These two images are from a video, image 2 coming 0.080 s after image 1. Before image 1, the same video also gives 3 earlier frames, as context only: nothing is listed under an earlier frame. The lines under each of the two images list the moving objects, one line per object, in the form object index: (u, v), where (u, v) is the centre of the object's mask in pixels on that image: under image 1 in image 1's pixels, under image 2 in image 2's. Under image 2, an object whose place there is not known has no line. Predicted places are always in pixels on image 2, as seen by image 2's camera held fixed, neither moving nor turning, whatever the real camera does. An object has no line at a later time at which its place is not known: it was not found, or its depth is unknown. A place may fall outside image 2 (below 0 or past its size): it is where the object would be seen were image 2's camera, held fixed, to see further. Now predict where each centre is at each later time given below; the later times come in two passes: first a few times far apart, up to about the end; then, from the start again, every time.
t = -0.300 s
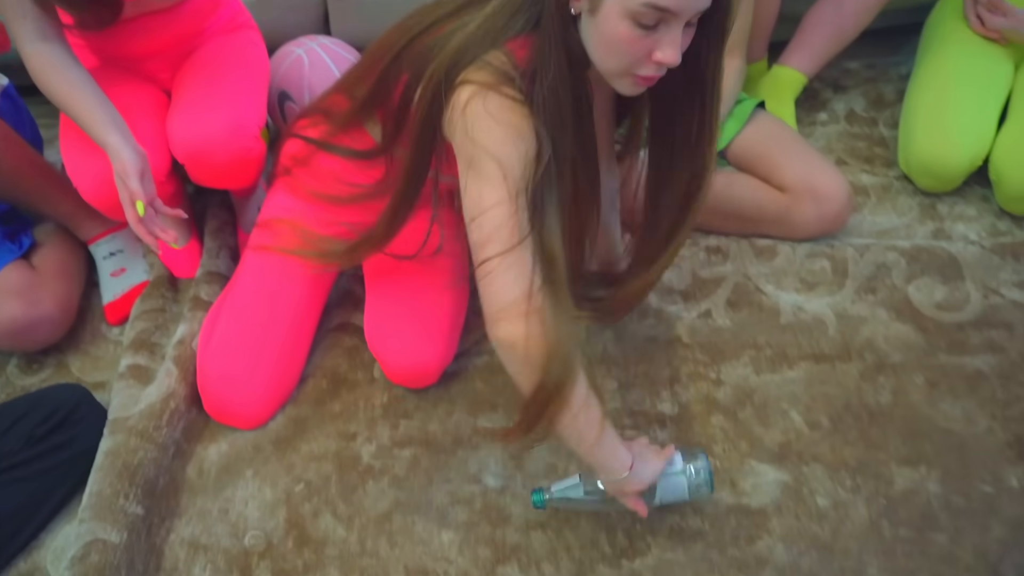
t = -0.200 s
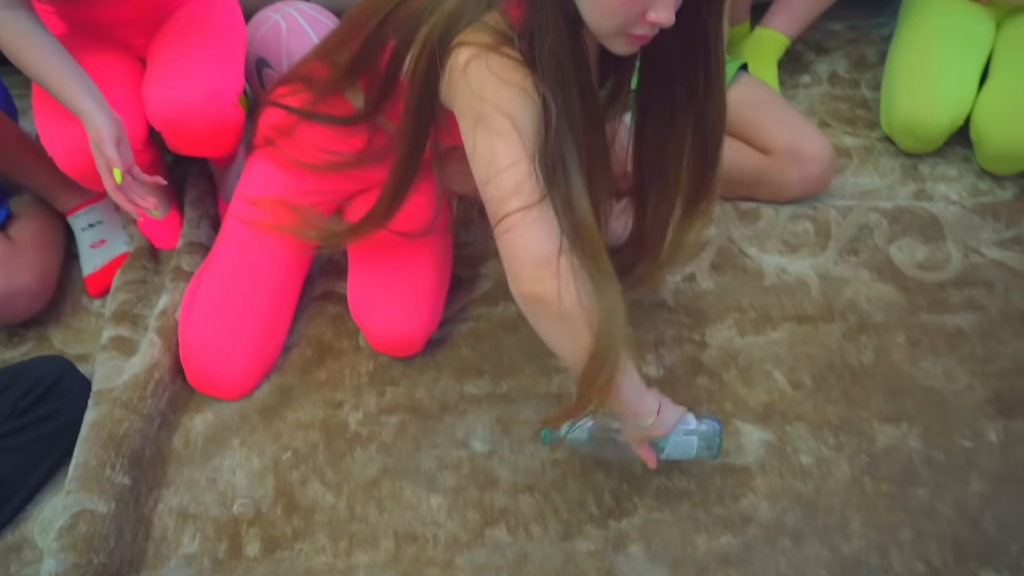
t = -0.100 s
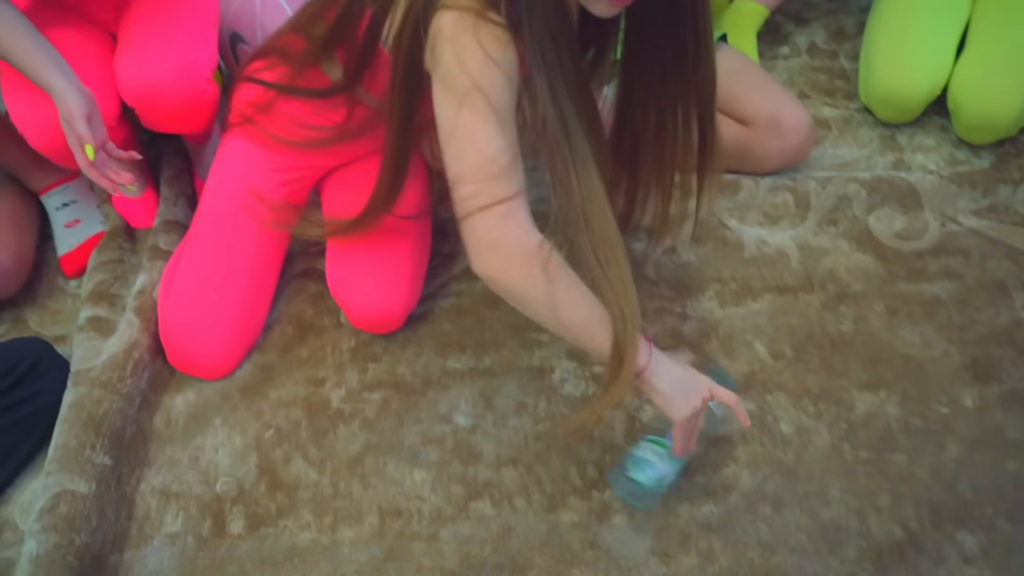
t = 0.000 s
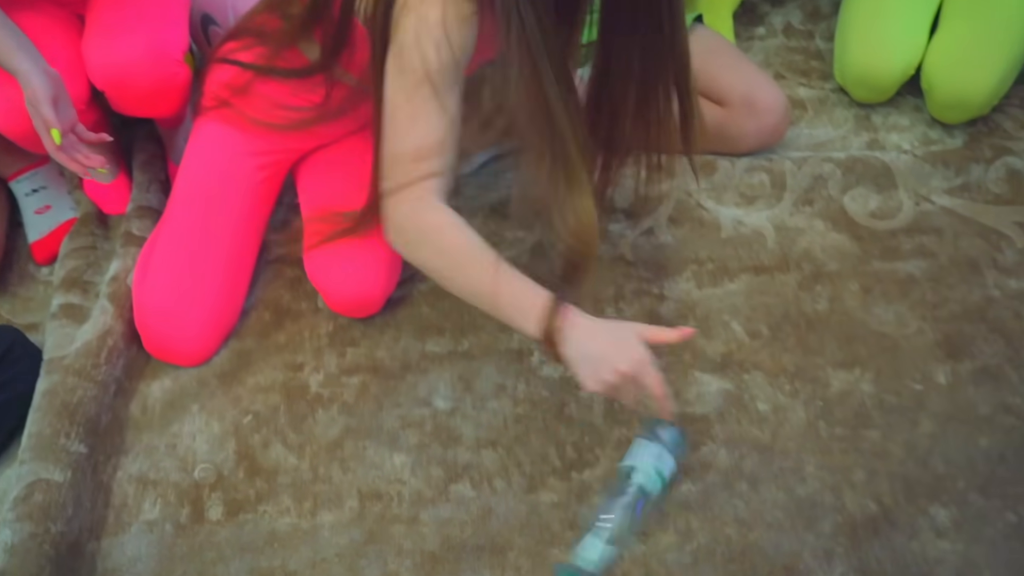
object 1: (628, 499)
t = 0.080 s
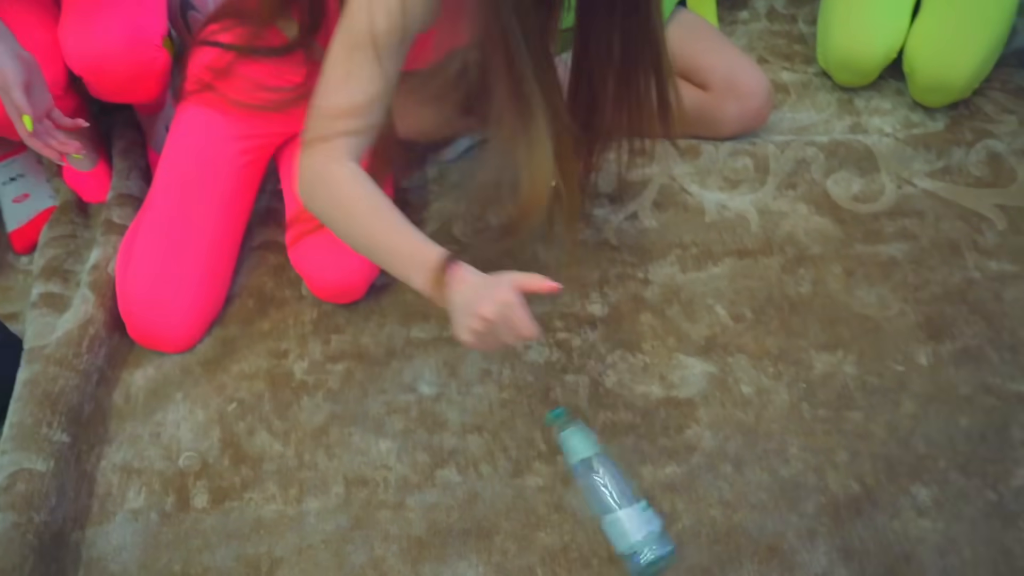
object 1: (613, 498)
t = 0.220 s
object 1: (621, 550)
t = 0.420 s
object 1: (619, 571)
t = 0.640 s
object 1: (641, 588)
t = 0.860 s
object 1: (602, 578)
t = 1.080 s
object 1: (589, 558)
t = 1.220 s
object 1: (586, 554)
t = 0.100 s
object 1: (617, 501)
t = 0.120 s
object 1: (623, 509)
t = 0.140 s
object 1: (632, 519)
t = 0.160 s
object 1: (637, 532)
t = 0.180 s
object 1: (648, 546)
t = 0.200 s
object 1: (637, 557)
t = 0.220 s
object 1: (621, 550)
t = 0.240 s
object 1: (624, 546)
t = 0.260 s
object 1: (633, 547)
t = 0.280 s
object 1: (640, 551)
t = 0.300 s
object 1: (647, 558)
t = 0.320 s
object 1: (650, 568)
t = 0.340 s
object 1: (645, 579)
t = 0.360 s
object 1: (631, 583)
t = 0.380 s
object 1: (626, 580)
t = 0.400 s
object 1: (624, 576)
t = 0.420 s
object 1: (619, 571)
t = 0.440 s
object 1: (622, 564)
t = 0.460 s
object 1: (625, 562)
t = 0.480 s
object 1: (631, 560)
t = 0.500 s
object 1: (638, 562)
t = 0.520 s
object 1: (643, 564)
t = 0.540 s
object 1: (648, 568)
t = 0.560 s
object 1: (649, 573)
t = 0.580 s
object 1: (650, 578)
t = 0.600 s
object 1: (648, 582)
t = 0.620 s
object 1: (646, 584)
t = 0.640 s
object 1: (641, 588)
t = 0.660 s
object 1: (634, 591)
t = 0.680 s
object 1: (628, 592)
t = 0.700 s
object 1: (623, 594)
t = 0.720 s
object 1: (619, 591)
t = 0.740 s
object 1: (615, 590)
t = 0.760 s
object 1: (612, 589)
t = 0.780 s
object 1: (609, 587)
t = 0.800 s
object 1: (607, 585)
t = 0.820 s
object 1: (605, 582)
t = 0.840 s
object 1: (604, 580)
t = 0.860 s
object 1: (602, 578)
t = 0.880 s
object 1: (601, 575)
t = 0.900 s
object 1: (599, 573)
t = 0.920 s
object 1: (598, 571)
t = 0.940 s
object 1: (597, 569)
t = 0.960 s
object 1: (595, 567)
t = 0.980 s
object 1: (594, 565)
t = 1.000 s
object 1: (592, 564)
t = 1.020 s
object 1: (591, 562)
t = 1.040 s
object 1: (590, 560)
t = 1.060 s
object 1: (590, 559)
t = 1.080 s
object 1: (589, 558)
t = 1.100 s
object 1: (588, 556)
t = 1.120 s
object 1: (588, 555)
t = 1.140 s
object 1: (587, 555)
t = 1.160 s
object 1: (586, 554)
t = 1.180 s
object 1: (586, 554)
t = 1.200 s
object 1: (586, 554)
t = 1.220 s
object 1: (586, 554)
